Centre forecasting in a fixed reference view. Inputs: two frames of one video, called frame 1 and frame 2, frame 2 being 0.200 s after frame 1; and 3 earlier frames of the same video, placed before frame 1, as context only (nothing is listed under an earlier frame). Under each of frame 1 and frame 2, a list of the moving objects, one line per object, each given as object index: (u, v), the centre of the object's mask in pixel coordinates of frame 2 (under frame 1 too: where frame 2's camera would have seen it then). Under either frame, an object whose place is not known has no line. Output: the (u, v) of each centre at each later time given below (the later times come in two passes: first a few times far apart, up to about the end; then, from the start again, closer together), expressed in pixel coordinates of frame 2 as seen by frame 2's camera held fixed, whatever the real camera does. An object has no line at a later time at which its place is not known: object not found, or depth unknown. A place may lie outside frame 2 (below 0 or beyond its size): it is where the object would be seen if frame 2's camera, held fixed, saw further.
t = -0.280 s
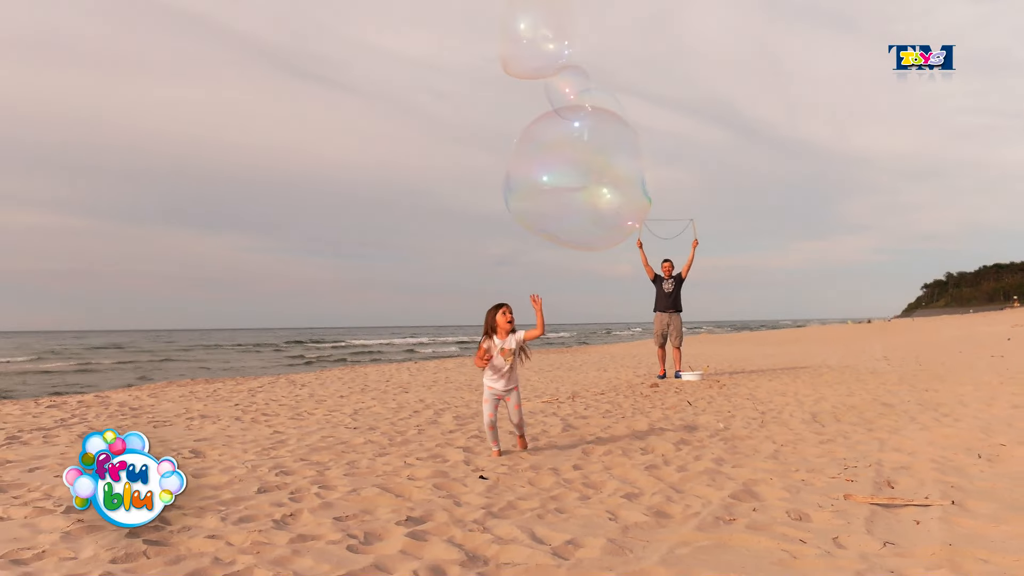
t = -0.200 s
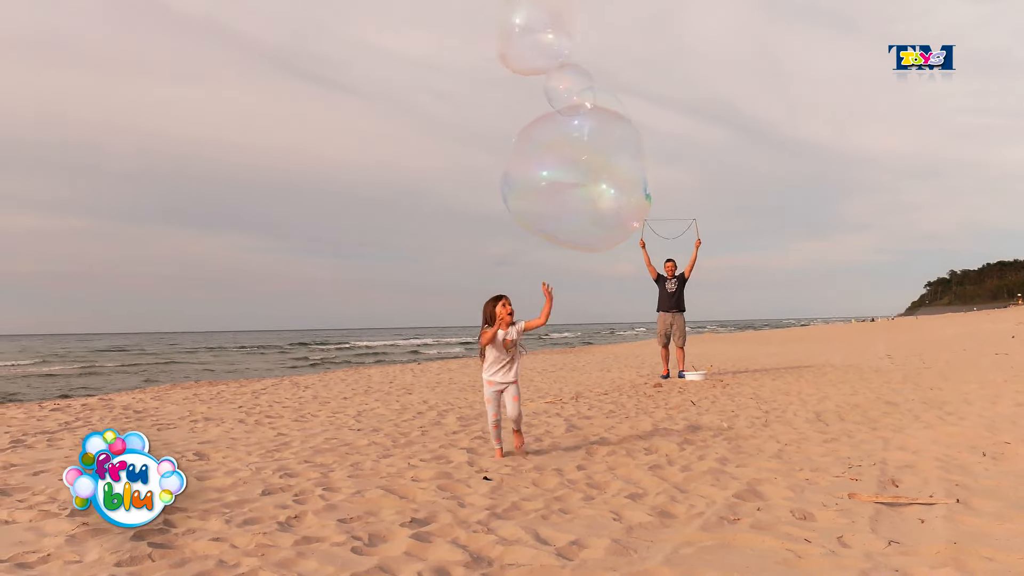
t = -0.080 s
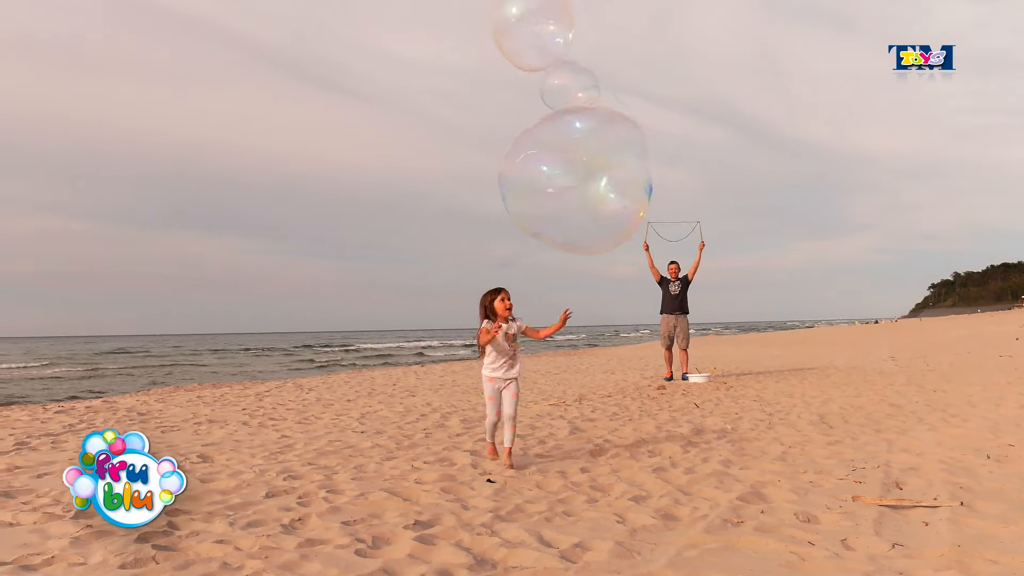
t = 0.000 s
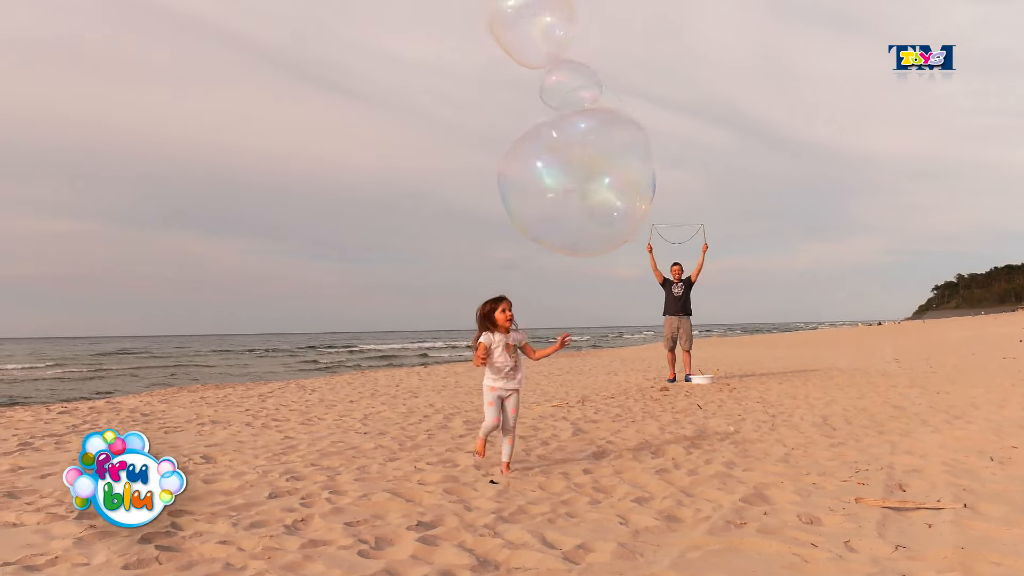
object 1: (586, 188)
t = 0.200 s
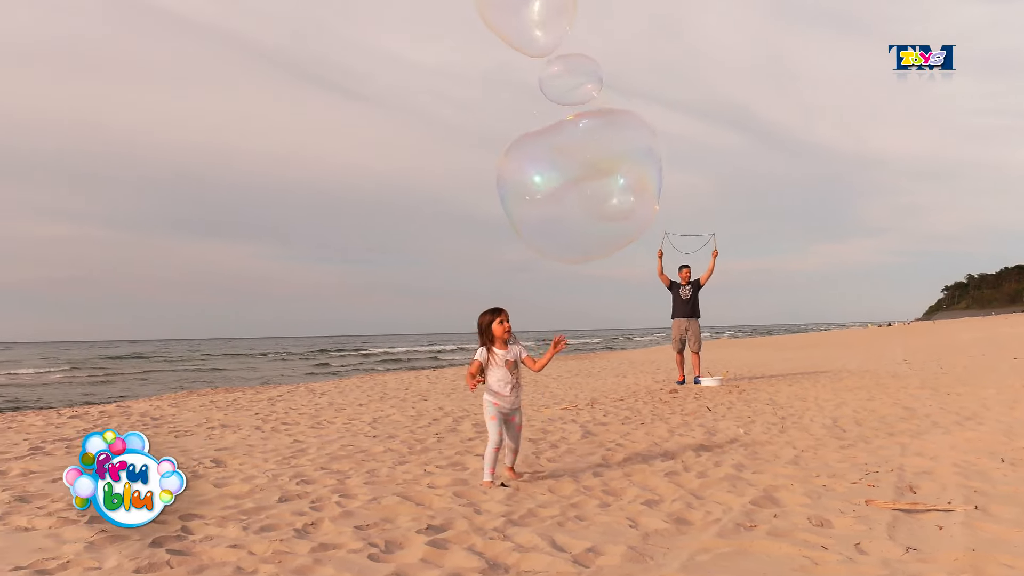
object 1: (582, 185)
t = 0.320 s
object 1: (580, 183)
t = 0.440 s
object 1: (579, 179)
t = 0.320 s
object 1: (580, 183)
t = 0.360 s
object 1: (581, 180)
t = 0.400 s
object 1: (580, 181)
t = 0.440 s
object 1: (579, 179)
